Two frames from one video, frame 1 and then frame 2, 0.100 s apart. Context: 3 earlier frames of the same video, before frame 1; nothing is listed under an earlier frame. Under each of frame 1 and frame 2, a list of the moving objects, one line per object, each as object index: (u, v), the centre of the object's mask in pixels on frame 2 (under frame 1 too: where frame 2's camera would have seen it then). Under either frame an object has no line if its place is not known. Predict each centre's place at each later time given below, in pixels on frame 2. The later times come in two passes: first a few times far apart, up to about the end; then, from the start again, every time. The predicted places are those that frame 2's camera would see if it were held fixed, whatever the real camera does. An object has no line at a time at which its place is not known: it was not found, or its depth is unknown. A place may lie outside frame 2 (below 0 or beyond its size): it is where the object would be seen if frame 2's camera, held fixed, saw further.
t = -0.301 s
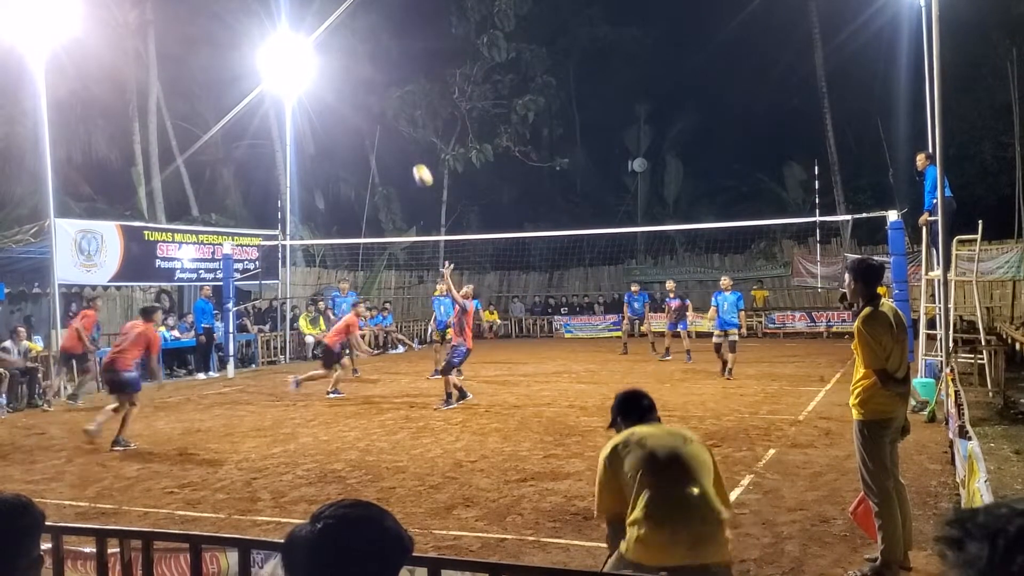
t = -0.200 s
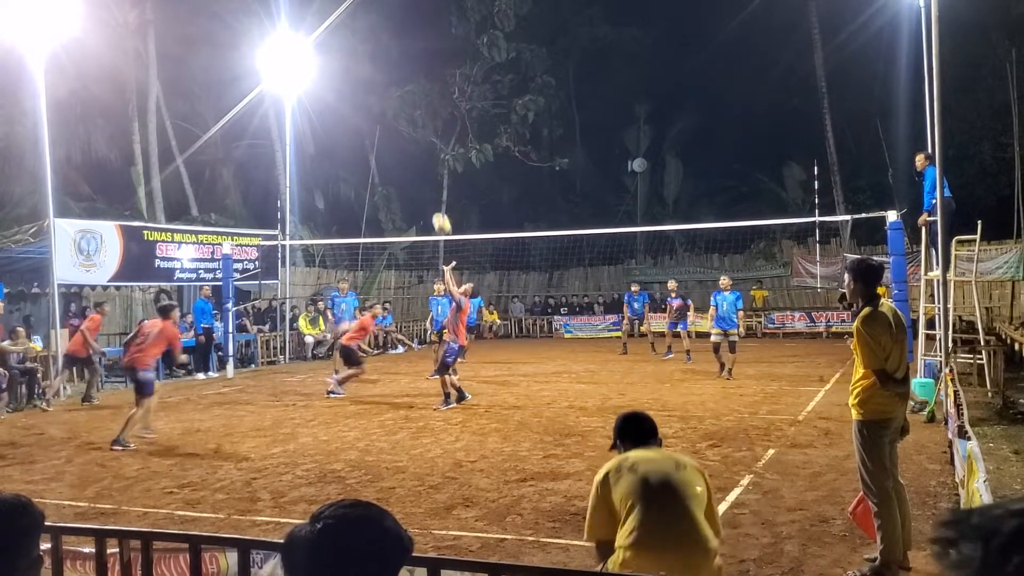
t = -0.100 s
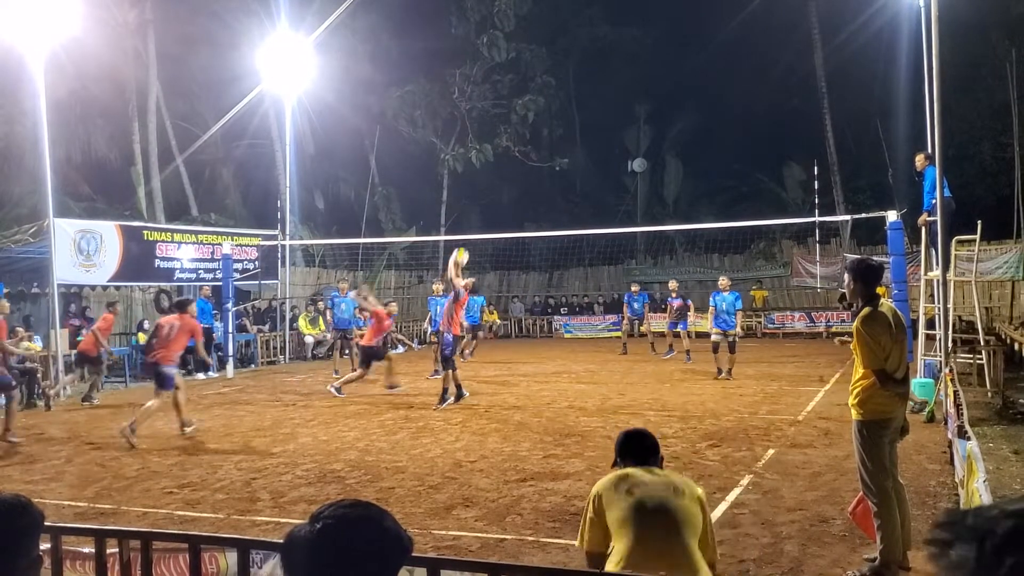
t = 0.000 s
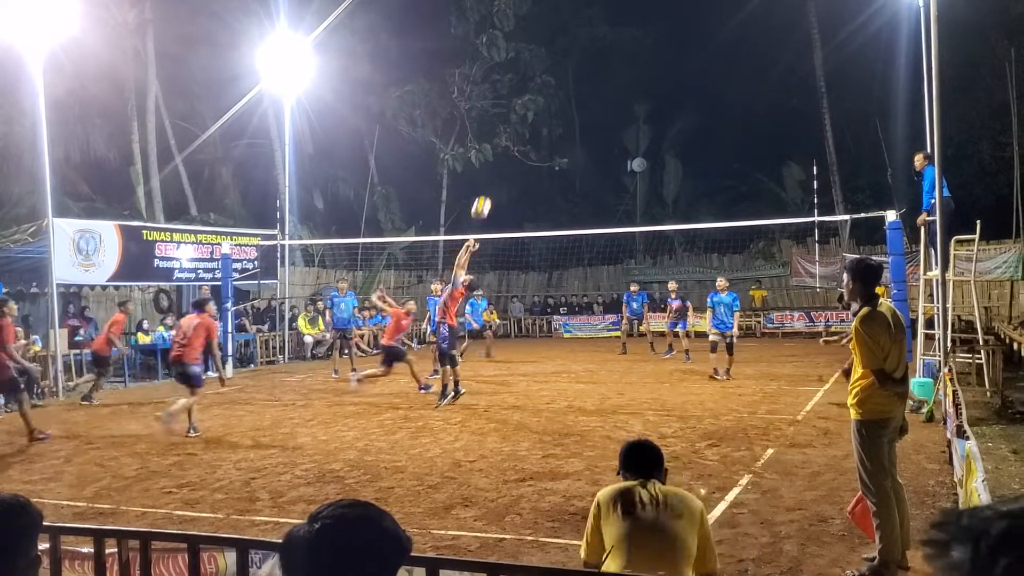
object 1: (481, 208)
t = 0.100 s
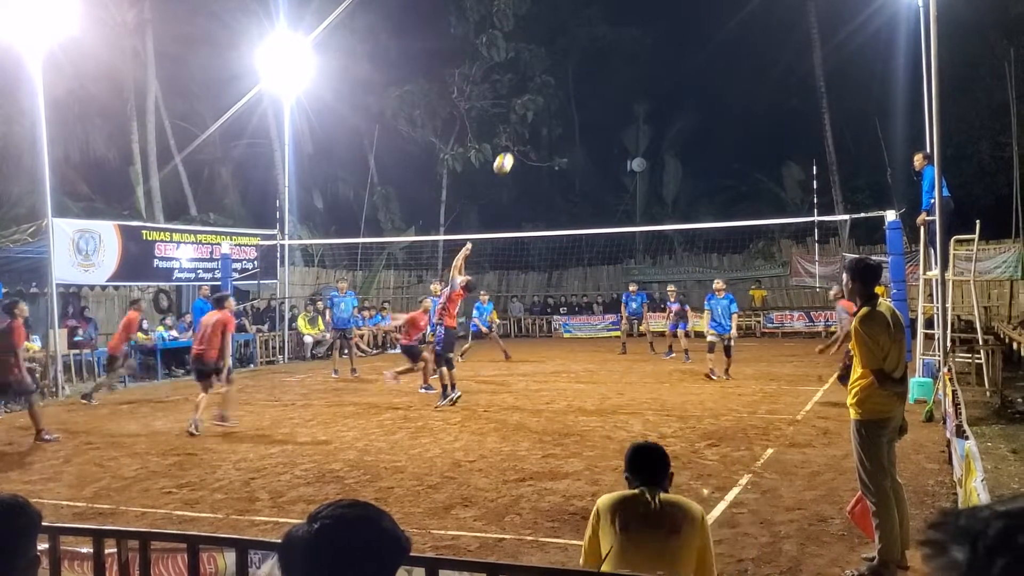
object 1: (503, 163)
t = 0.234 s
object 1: (534, 117)
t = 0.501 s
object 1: (593, 65)
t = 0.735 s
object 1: (644, 63)
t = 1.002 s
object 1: (700, 108)
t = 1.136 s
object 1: (728, 150)
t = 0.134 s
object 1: (511, 150)
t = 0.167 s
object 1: (519, 139)
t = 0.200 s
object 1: (526, 127)
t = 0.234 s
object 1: (534, 117)
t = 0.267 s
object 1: (541, 108)
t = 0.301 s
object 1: (549, 99)
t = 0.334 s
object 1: (556, 91)
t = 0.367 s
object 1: (564, 84)
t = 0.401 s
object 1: (571, 79)
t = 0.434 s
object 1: (578, 73)
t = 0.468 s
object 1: (586, 69)
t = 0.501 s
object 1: (593, 65)
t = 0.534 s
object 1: (600, 62)
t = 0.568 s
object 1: (608, 60)
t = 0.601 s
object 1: (615, 59)
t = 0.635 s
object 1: (622, 59)
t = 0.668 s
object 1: (629, 60)
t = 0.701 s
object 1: (636, 61)
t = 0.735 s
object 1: (644, 63)
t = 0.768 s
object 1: (651, 66)
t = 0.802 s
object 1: (658, 69)
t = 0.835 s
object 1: (665, 74)
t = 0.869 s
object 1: (672, 79)
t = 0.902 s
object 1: (679, 85)
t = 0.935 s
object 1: (686, 92)
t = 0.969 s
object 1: (693, 100)
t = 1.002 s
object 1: (700, 108)
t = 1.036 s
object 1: (707, 118)
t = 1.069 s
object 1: (714, 128)
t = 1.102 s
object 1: (721, 138)
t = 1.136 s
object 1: (728, 150)
